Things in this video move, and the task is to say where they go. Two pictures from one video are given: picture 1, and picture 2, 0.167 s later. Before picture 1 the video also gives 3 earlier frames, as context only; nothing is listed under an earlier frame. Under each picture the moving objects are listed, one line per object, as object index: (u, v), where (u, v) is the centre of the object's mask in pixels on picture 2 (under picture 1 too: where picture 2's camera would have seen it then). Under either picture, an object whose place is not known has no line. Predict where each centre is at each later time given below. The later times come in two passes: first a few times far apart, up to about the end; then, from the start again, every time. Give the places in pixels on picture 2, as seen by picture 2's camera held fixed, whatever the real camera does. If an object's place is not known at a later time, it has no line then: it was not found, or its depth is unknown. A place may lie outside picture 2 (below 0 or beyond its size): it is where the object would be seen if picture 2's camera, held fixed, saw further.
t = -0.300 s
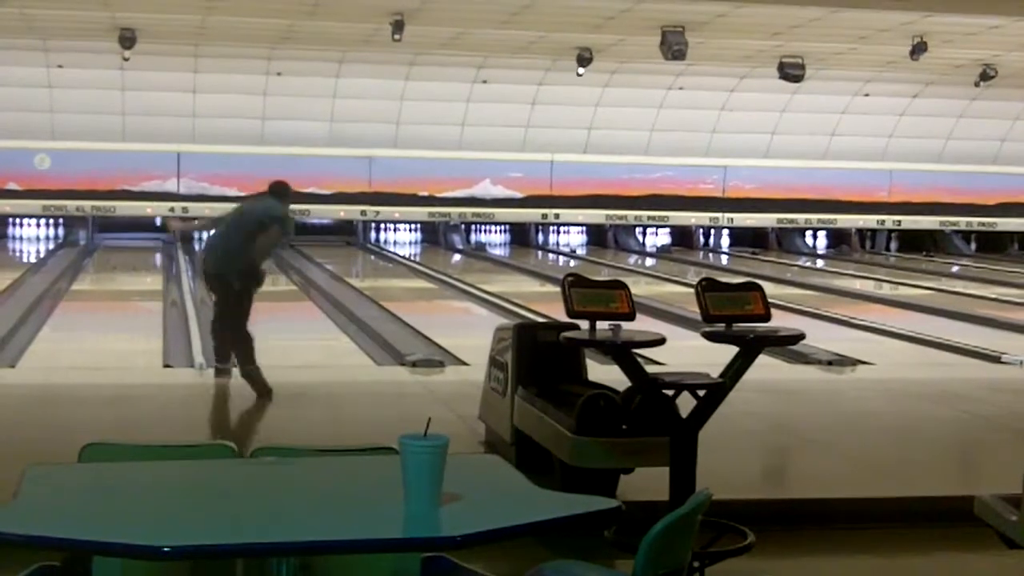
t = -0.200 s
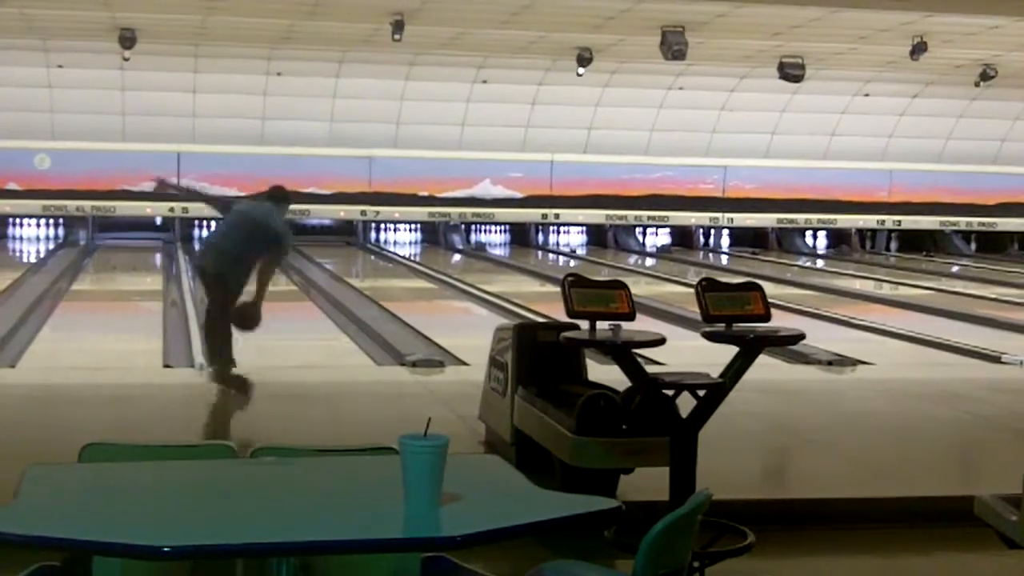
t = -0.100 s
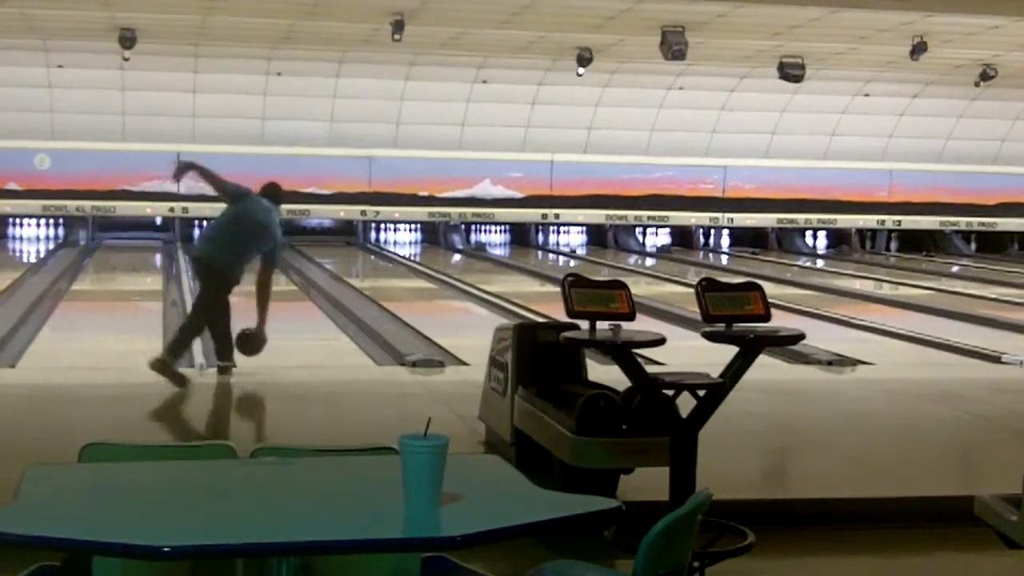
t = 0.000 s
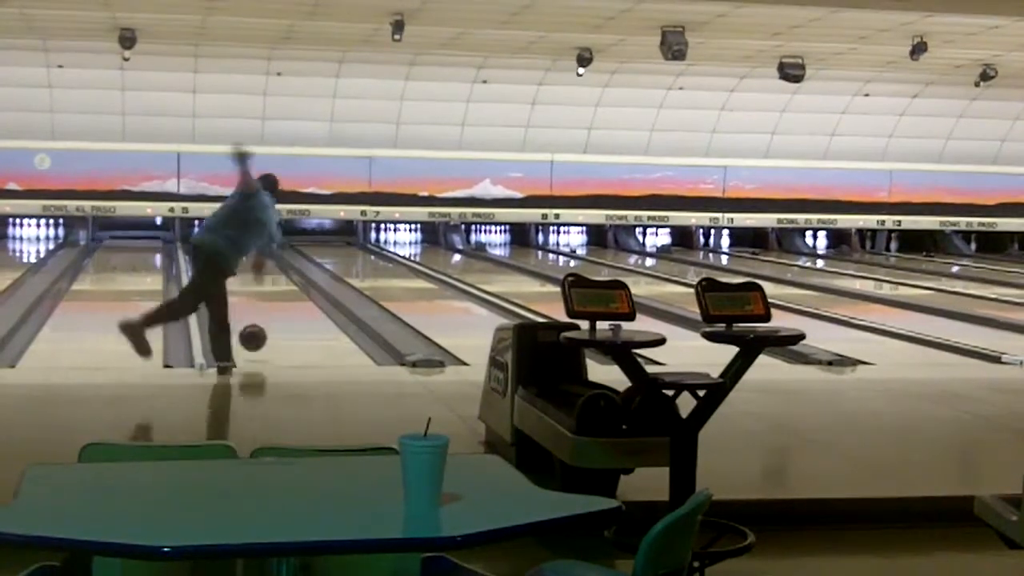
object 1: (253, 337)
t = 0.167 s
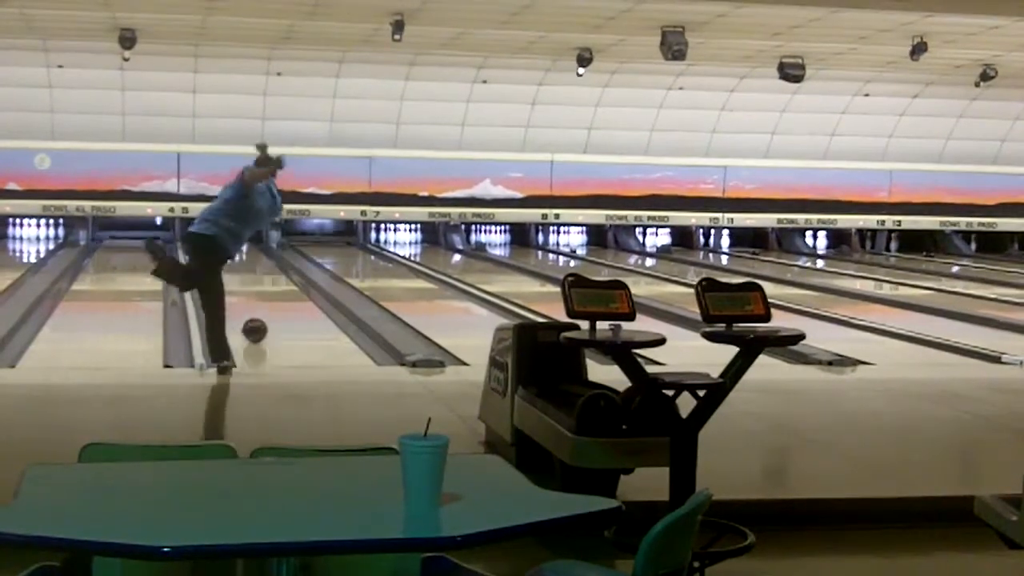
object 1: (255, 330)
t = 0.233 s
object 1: (255, 324)
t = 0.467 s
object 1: (257, 306)
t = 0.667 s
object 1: (258, 293)
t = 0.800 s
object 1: (258, 287)
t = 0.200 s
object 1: (255, 327)
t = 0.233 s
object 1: (255, 324)
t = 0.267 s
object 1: (255, 322)
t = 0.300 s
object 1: (256, 319)
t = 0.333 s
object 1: (256, 316)
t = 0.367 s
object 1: (256, 313)
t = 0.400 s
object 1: (256, 311)
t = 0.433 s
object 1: (256, 309)
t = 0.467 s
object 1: (257, 306)
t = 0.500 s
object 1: (257, 304)
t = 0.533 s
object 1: (257, 301)
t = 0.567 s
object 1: (257, 300)
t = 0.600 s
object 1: (257, 298)
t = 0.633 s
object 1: (258, 296)
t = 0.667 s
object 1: (258, 293)
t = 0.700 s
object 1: (258, 291)
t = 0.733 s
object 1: (258, 290)
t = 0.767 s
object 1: (258, 288)
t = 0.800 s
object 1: (258, 287)
